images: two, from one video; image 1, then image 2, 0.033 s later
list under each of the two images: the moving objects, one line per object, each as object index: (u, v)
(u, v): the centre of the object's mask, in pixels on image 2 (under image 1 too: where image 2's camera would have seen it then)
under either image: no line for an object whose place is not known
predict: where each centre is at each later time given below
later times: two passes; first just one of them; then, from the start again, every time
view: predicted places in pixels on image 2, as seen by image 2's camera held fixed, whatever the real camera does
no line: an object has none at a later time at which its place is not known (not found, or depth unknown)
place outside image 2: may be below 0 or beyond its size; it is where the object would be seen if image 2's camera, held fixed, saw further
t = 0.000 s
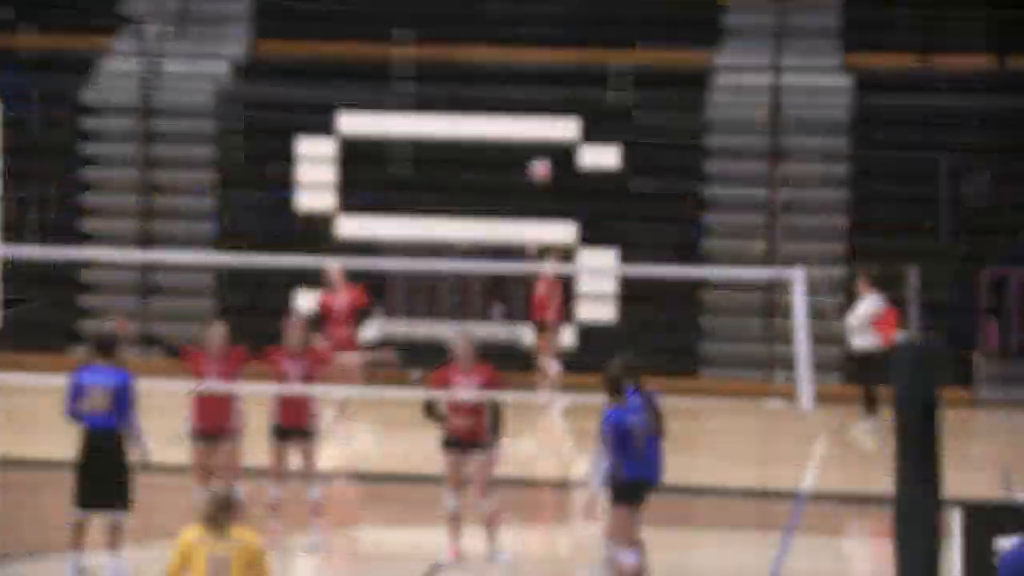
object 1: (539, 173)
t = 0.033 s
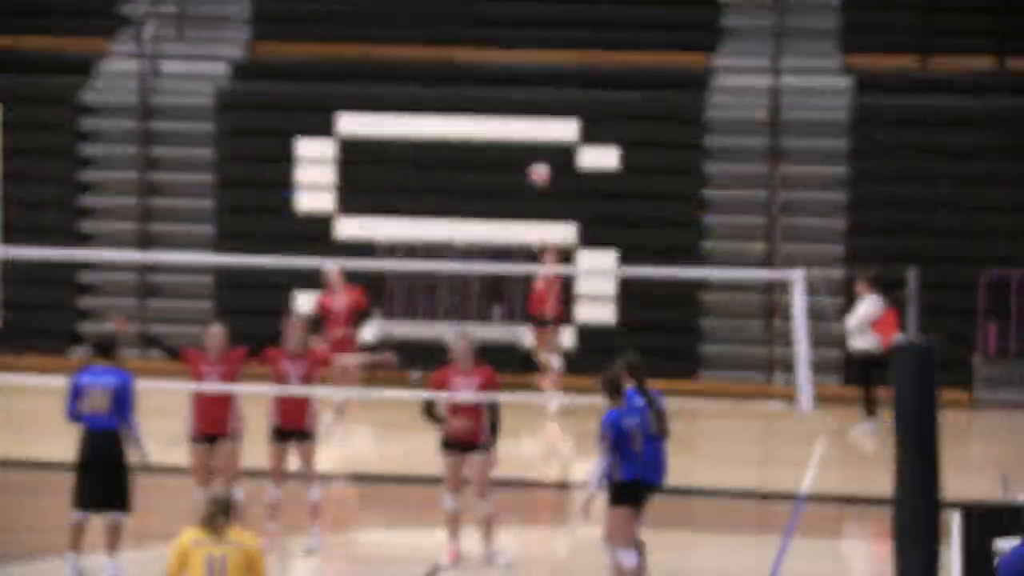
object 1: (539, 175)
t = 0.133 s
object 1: (540, 186)
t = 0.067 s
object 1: (539, 177)
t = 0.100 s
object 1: (539, 181)
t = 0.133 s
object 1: (540, 186)
